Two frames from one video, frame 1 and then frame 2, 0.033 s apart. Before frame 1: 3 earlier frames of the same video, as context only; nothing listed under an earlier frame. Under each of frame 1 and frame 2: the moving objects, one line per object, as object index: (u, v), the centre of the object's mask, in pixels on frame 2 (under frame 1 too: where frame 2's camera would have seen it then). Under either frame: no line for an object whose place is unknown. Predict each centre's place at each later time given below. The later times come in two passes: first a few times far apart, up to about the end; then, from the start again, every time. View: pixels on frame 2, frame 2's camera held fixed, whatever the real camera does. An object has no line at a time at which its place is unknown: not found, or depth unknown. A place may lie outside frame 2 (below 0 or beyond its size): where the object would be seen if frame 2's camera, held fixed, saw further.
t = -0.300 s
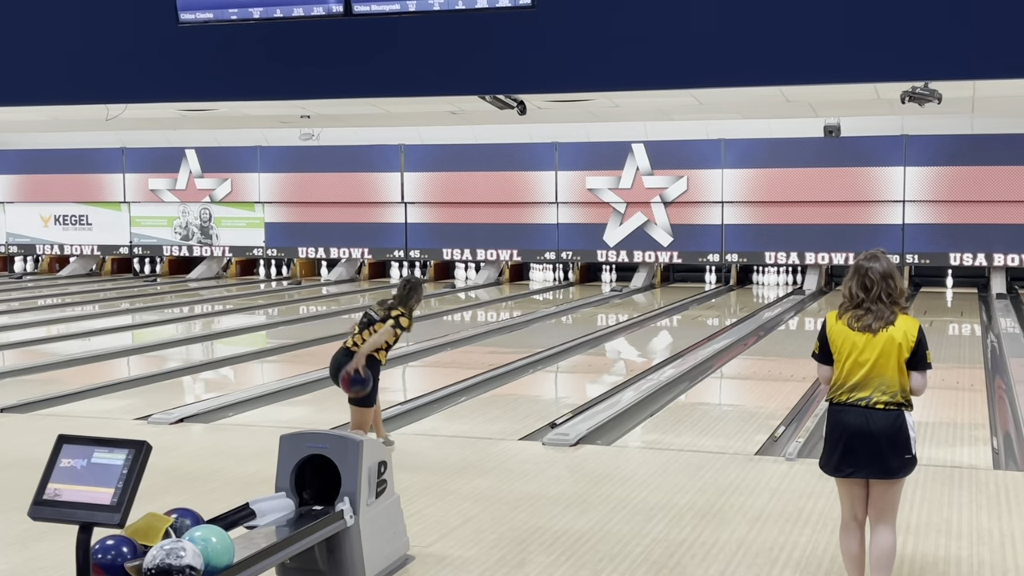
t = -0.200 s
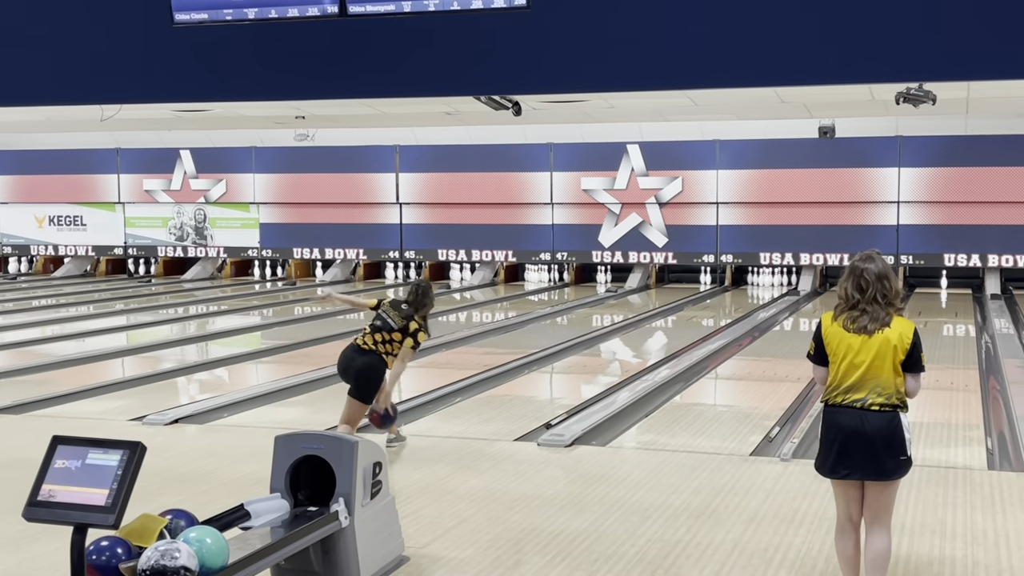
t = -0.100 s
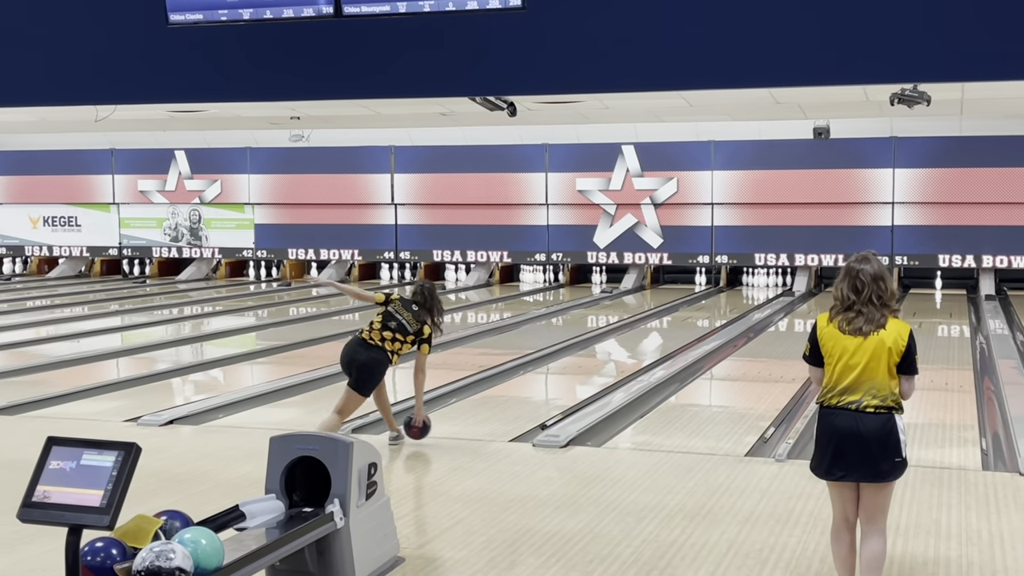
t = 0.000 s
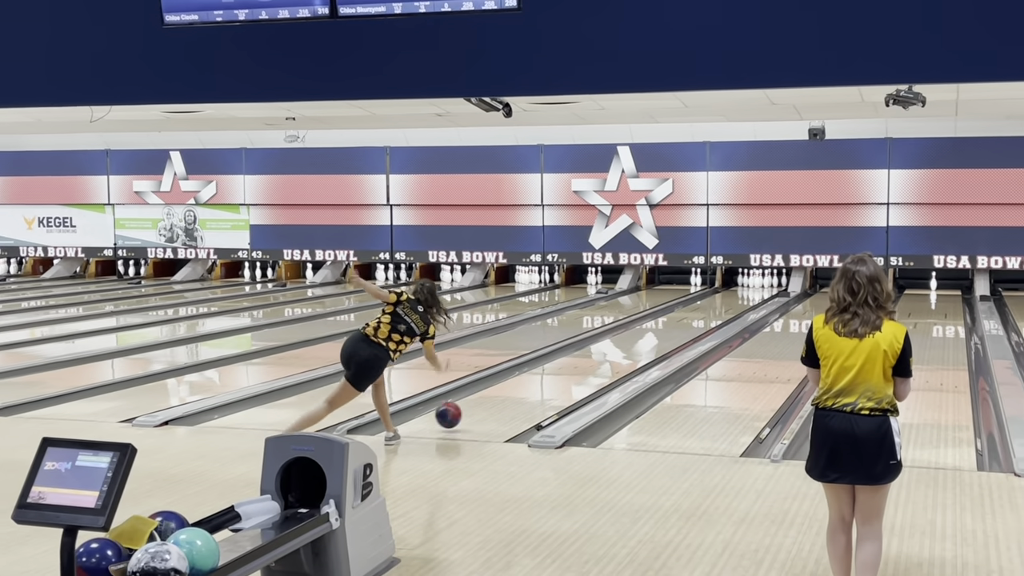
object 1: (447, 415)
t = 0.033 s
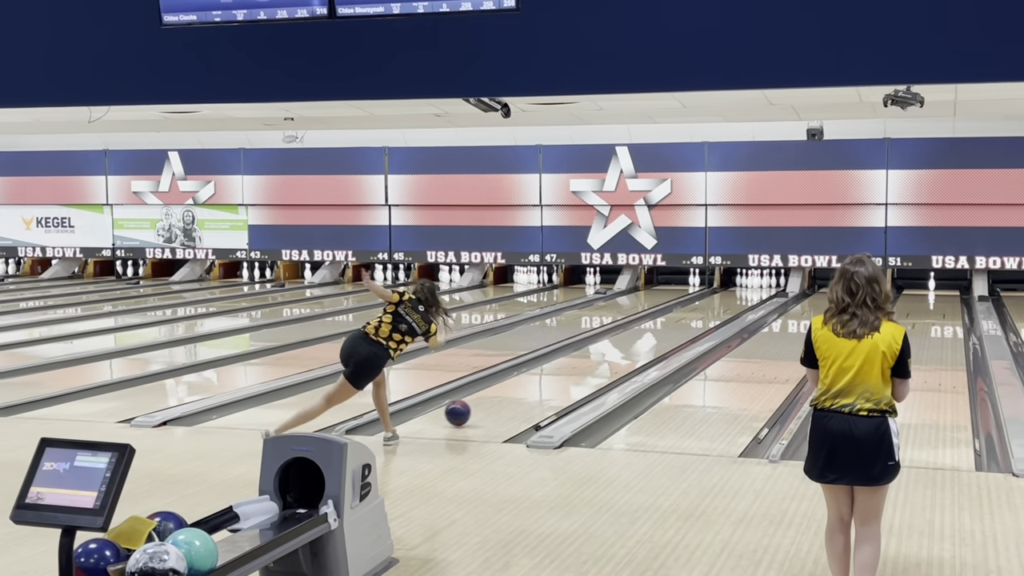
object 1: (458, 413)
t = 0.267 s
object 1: (521, 387)
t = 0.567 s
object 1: (581, 362)
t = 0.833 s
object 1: (621, 346)
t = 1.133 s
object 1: (657, 330)
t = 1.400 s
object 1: (681, 318)
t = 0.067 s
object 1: (468, 409)
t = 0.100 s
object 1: (478, 406)
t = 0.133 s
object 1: (487, 402)
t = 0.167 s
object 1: (496, 398)
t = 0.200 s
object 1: (505, 394)
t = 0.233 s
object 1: (513, 390)
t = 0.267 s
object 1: (521, 387)
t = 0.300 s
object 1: (529, 384)
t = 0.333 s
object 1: (536, 381)
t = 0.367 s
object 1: (543, 378)
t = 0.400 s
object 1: (550, 375)
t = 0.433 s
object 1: (557, 372)
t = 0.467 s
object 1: (563, 369)
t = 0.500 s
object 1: (570, 367)
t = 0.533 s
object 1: (576, 364)
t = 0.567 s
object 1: (581, 362)
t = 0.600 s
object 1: (587, 360)
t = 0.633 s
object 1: (592, 357)
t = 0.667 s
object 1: (598, 355)
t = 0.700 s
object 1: (603, 353)
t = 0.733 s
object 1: (608, 351)
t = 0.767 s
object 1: (612, 349)
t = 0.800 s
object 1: (617, 347)
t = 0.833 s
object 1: (621, 346)
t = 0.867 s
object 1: (626, 344)
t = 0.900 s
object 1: (630, 342)
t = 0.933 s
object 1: (634, 340)
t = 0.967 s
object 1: (638, 338)
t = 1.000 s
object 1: (642, 336)
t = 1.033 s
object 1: (646, 335)
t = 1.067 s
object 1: (650, 333)
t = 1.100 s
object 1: (653, 332)
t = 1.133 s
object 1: (657, 330)
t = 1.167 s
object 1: (660, 328)
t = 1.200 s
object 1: (663, 327)
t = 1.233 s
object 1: (667, 325)
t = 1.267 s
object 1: (670, 323)
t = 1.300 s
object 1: (673, 322)
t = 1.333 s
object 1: (676, 321)
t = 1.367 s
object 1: (679, 319)
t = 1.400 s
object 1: (681, 318)
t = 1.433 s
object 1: (684, 317)
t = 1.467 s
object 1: (687, 315)
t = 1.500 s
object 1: (689, 314)
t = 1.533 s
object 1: (692, 313)
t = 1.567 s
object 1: (695, 311)
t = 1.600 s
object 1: (697, 310)
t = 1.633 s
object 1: (699, 309)
